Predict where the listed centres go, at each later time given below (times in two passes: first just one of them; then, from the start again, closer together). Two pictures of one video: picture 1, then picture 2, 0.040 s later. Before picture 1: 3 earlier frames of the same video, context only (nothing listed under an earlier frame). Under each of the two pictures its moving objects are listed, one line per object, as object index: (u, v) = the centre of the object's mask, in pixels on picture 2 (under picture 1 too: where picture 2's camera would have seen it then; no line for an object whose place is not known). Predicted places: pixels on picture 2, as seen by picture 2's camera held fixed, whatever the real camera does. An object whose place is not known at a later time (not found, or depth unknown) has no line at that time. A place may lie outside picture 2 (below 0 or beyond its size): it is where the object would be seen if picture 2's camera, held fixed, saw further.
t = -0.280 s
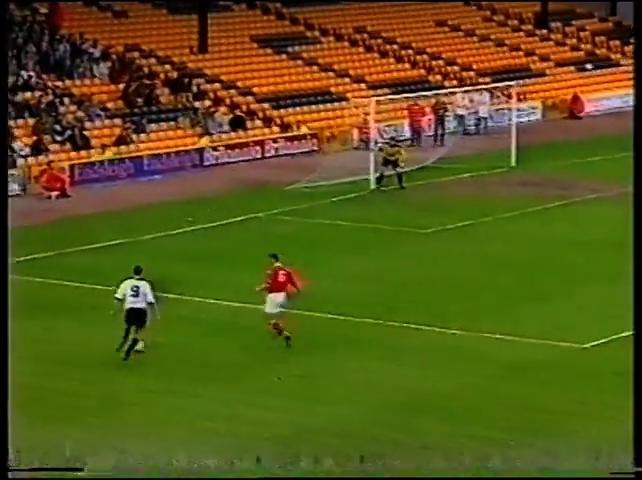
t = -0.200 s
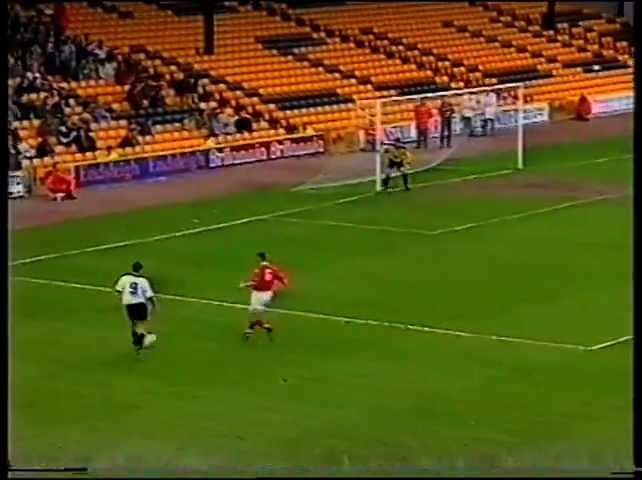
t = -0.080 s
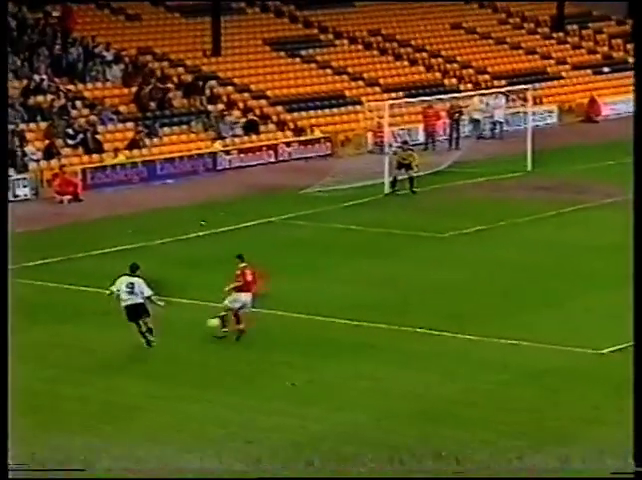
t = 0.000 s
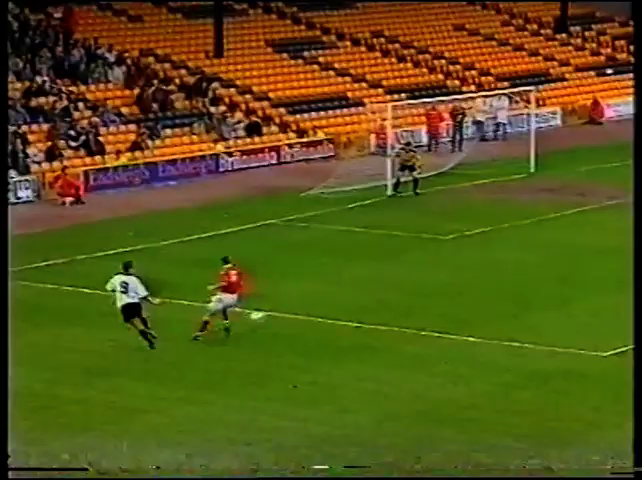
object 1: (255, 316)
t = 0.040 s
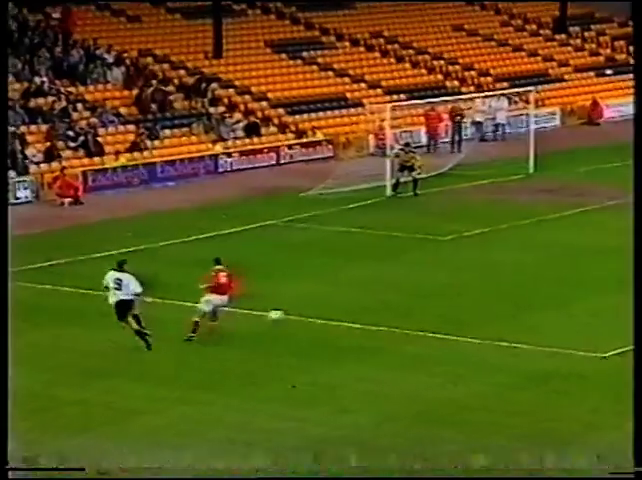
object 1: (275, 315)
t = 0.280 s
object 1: (369, 292)
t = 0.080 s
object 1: (293, 314)
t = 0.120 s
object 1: (311, 307)
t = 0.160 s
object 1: (326, 303)
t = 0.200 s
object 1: (339, 297)
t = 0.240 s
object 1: (353, 295)
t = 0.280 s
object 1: (369, 292)
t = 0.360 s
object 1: (398, 289)
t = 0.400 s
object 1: (409, 286)
